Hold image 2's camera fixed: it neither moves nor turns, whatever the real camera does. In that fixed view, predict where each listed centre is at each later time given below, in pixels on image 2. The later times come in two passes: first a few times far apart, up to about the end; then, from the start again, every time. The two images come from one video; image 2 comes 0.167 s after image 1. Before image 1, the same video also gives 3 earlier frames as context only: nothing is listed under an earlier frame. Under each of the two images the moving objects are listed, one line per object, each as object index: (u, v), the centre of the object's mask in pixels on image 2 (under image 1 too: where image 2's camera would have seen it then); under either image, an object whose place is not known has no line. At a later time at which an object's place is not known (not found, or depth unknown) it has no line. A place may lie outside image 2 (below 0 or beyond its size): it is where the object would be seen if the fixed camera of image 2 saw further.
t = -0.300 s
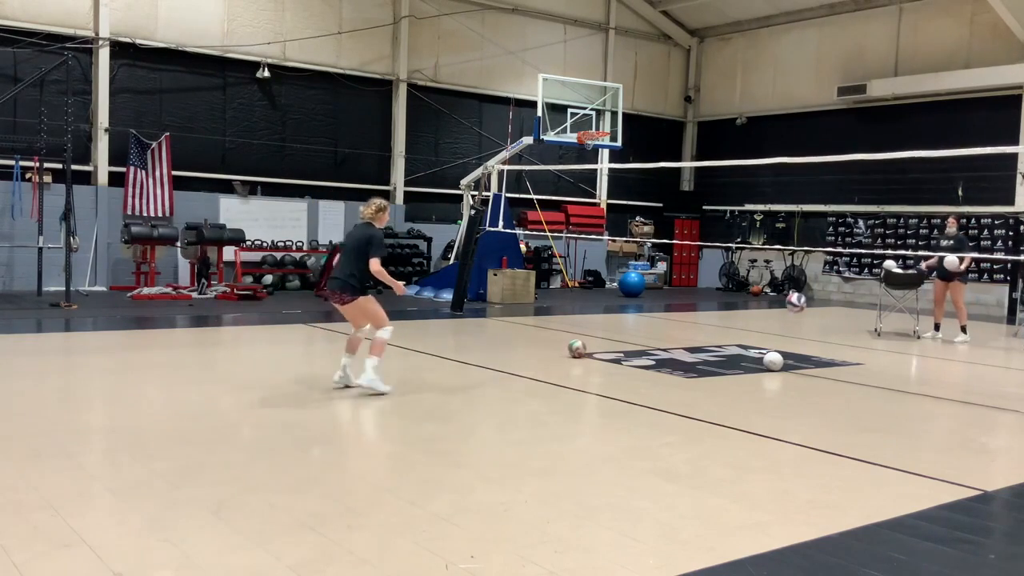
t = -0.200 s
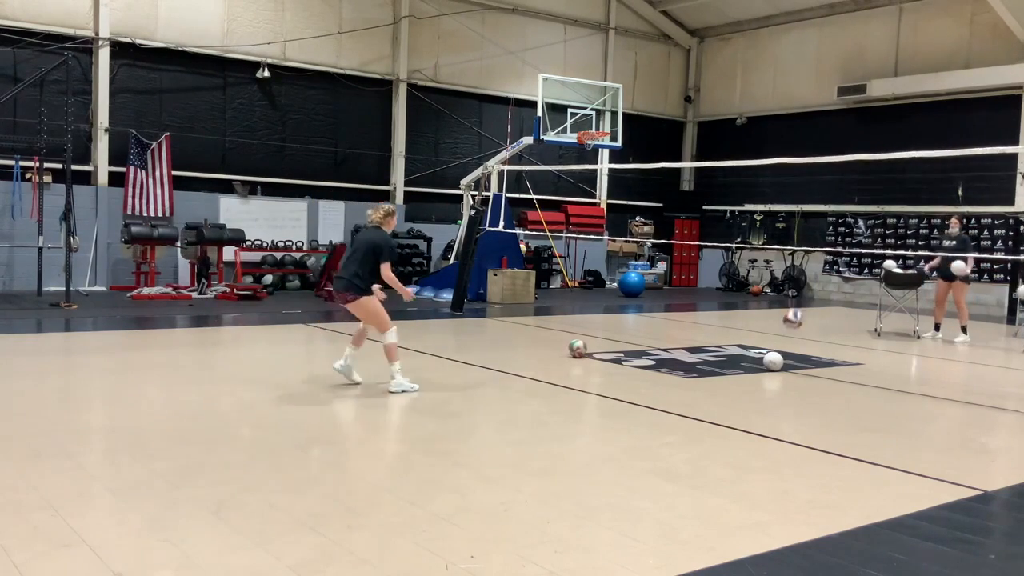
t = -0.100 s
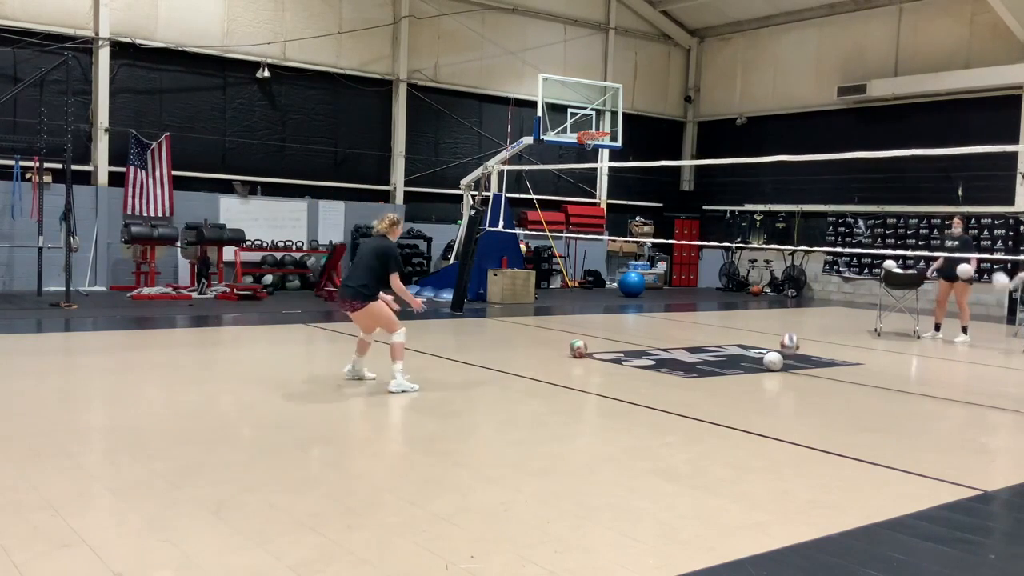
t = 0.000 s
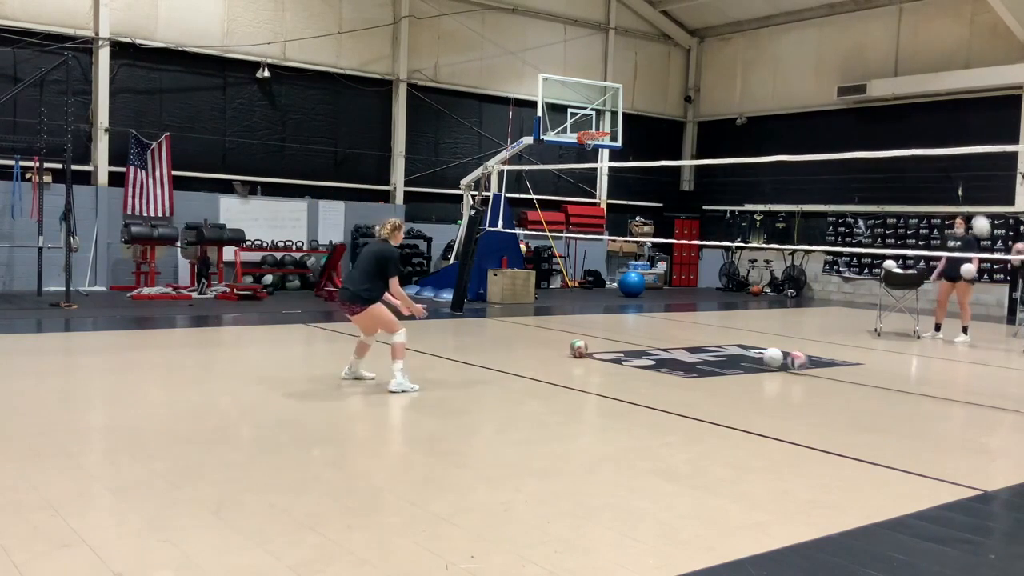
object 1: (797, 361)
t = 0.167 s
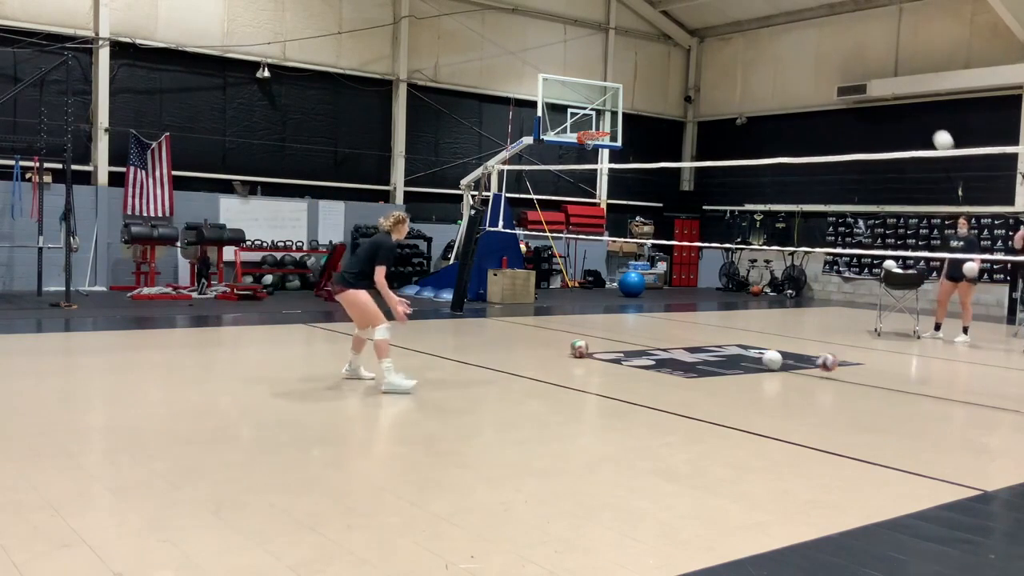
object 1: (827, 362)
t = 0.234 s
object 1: (838, 366)
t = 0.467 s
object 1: (883, 375)
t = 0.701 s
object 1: (929, 381)
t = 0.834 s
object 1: (956, 385)
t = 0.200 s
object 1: (832, 363)
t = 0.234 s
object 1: (838, 366)
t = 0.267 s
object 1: (844, 369)
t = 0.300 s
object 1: (851, 371)
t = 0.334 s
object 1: (858, 370)
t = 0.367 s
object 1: (864, 370)
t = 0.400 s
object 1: (870, 370)
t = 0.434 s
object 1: (876, 372)
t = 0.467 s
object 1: (883, 375)
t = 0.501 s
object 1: (888, 376)
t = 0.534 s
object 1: (896, 375)
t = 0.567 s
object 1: (902, 375)
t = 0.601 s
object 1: (909, 377)
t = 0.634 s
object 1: (915, 379)
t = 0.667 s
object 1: (922, 381)
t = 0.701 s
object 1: (929, 381)
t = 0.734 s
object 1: (935, 381)
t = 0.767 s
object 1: (942, 383)
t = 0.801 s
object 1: (949, 385)
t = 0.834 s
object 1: (956, 385)
